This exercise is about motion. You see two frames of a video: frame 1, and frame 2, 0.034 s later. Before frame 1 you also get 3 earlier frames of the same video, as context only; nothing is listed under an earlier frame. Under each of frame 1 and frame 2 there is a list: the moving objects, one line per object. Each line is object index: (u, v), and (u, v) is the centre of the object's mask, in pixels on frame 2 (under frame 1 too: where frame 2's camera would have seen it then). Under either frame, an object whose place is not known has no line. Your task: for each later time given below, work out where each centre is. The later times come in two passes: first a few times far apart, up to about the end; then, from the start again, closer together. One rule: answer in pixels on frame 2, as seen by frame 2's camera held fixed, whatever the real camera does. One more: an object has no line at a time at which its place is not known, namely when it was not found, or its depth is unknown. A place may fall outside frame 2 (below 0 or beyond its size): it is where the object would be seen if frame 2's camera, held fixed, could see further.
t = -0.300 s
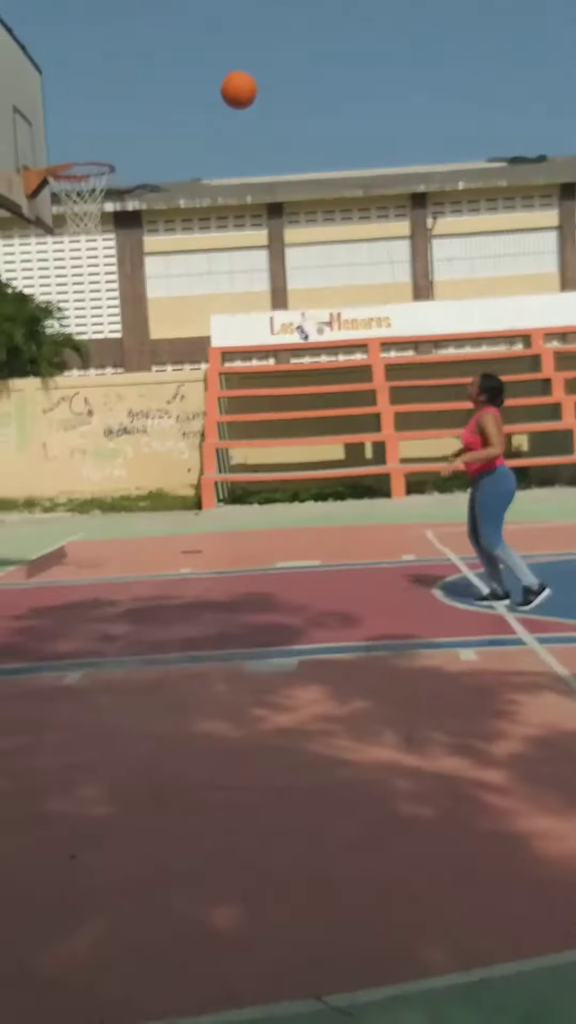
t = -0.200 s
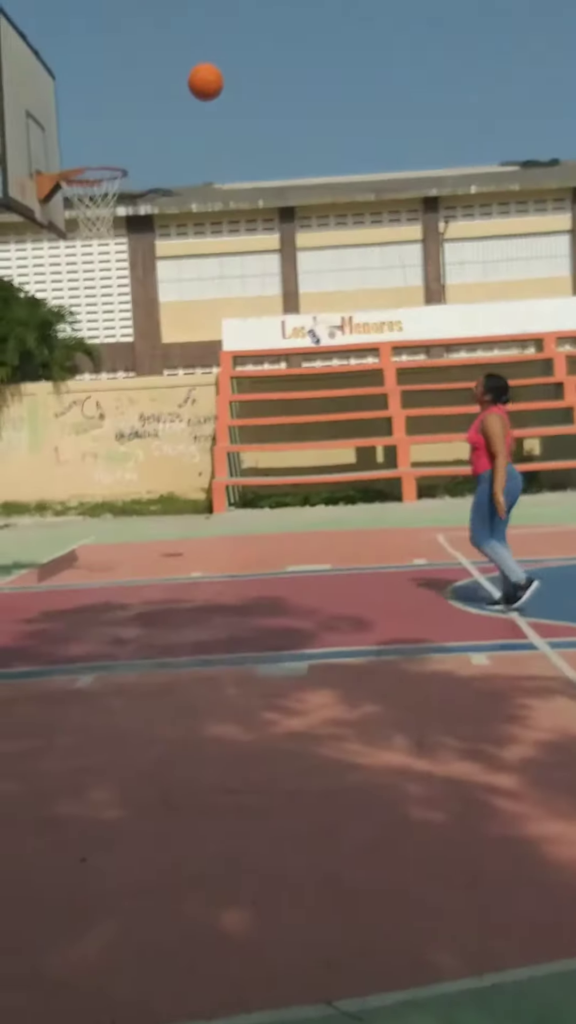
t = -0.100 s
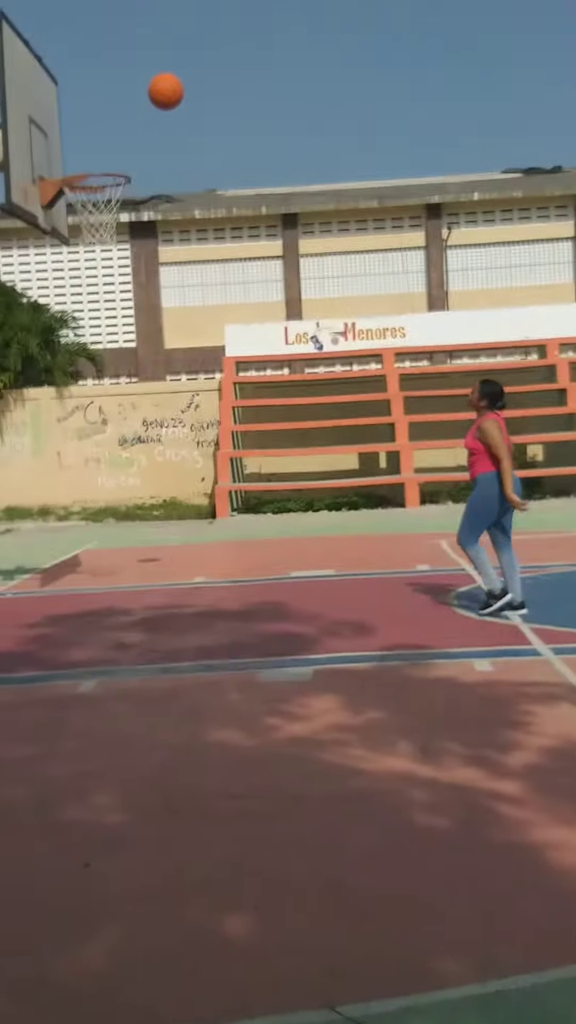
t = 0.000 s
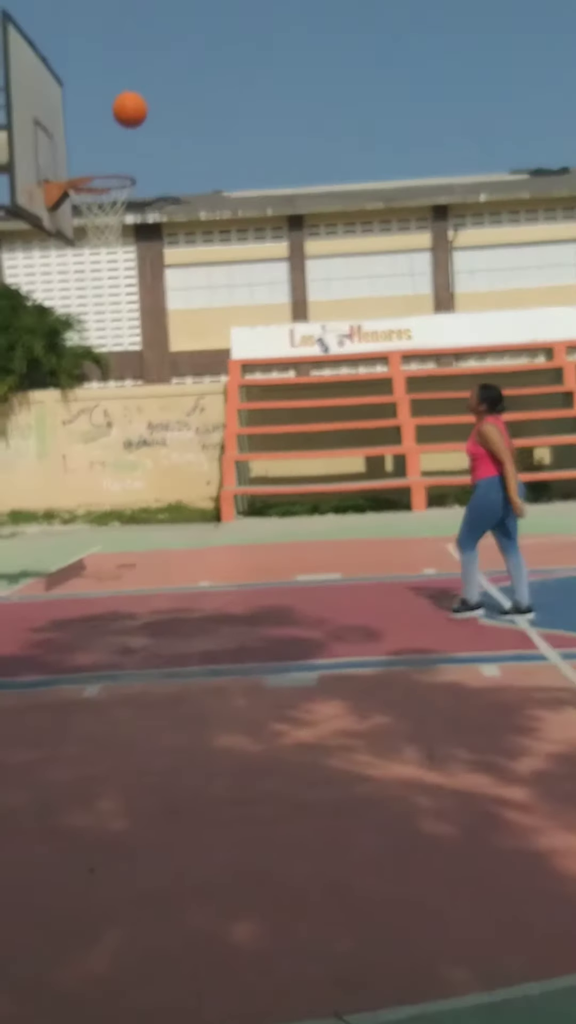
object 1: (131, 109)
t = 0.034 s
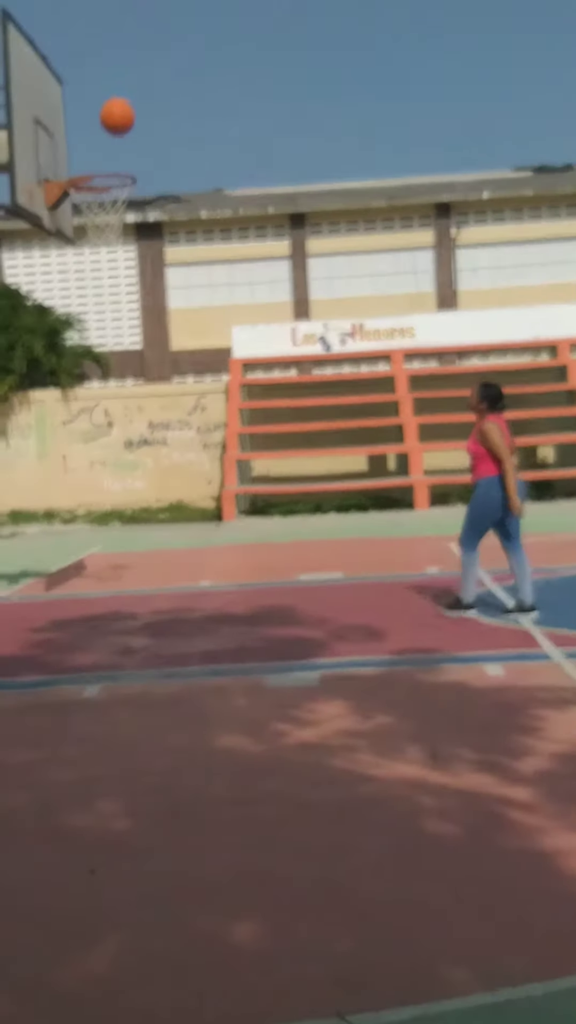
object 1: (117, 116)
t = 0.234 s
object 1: (86, 174)
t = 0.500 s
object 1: (124, 190)
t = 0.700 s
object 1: (150, 257)
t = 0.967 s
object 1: (186, 405)
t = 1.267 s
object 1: (224, 521)
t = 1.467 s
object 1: (243, 414)
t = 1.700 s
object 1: (270, 346)
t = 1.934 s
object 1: (297, 333)
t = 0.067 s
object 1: (104, 127)
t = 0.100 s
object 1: (93, 141)
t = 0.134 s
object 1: (80, 154)
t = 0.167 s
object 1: (69, 167)
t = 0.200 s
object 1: (82, 176)
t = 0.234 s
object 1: (86, 174)
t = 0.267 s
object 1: (91, 168)
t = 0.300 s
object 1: (98, 168)
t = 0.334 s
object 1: (102, 169)
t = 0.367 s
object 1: (106, 171)
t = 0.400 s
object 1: (110, 174)
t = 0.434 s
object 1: (114, 178)
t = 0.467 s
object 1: (116, 178)
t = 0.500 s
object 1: (124, 190)
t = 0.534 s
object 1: (130, 199)
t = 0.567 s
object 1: (132, 206)
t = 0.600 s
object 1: (137, 219)
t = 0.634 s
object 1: (140, 230)
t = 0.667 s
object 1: (145, 243)
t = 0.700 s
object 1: (150, 257)
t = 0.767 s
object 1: (159, 289)
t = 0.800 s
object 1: (164, 306)
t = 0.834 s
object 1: (168, 324)
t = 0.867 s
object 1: (173, 343)
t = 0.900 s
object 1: (177, 364)
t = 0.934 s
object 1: (181, 384)
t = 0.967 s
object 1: (186, 405)
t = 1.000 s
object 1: (191, 427)
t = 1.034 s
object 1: (195, 451)
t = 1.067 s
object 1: (199, 474)
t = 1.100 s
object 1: (205, 498)
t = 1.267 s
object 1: (224, 521)
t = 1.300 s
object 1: (227, 500)
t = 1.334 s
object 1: (231, 481)
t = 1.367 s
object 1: (233, 463)
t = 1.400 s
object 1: (236, 443)
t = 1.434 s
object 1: (241, 429)
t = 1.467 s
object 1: (243, 414)
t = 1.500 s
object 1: (247, 400)
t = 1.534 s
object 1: (252, 389)
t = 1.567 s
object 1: (255, 379)
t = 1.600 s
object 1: (257, 368)
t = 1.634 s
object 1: (262, 359)
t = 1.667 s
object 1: (265, 351)
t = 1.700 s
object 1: (270, 346)
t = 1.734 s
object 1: (274, 340)
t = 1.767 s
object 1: (277, 337)
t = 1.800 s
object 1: (281, 334)
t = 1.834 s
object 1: (286, 333)
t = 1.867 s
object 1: (289, 333)
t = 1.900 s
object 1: (293, 333)
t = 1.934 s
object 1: (297, 333)
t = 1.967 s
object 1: (301, 336)
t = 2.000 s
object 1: (305, 340)
